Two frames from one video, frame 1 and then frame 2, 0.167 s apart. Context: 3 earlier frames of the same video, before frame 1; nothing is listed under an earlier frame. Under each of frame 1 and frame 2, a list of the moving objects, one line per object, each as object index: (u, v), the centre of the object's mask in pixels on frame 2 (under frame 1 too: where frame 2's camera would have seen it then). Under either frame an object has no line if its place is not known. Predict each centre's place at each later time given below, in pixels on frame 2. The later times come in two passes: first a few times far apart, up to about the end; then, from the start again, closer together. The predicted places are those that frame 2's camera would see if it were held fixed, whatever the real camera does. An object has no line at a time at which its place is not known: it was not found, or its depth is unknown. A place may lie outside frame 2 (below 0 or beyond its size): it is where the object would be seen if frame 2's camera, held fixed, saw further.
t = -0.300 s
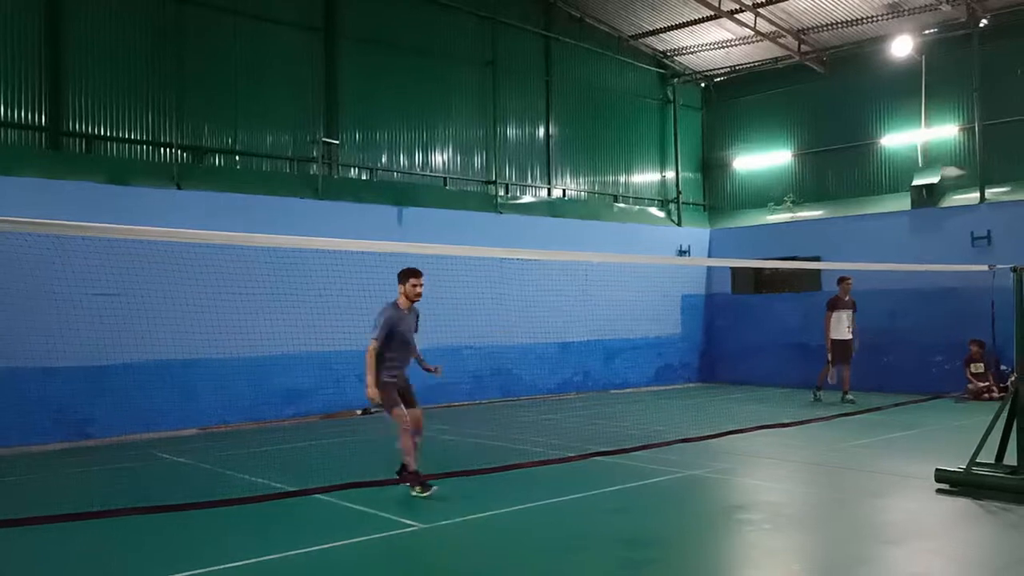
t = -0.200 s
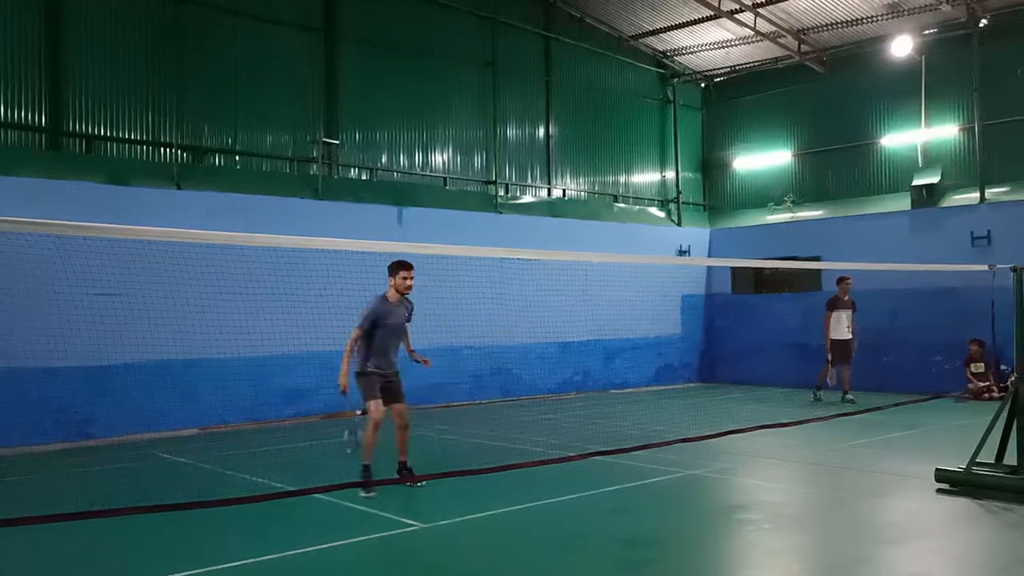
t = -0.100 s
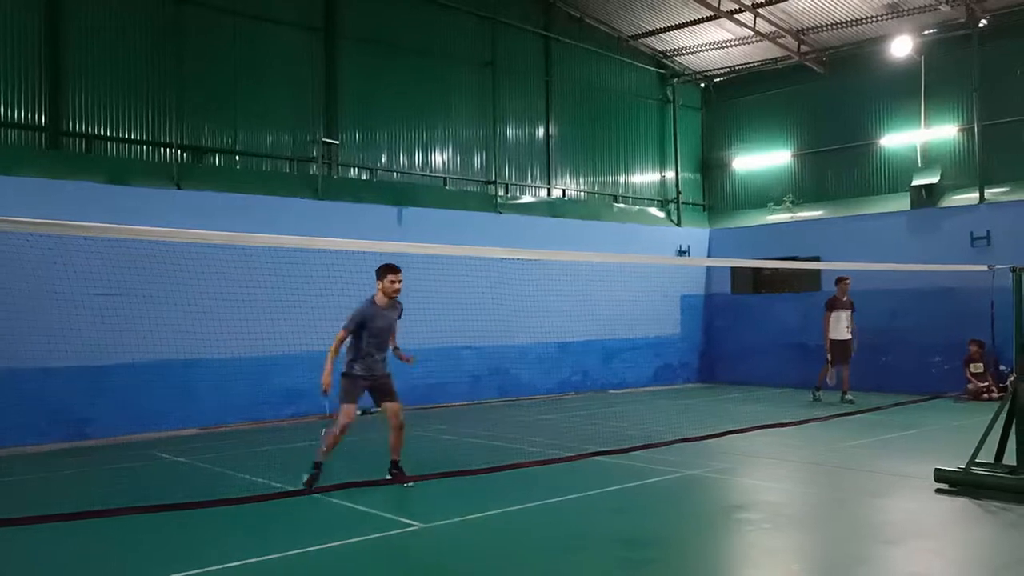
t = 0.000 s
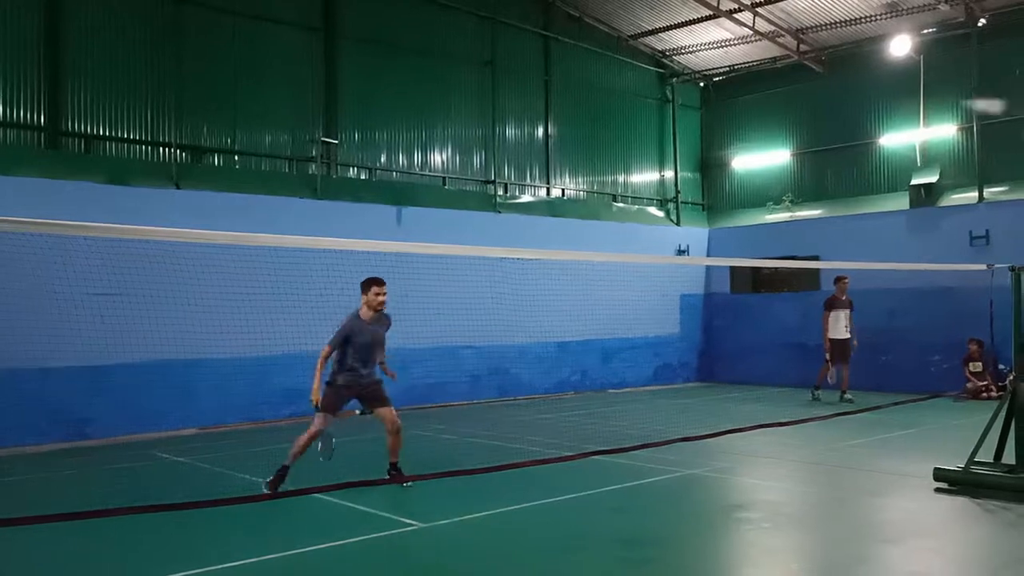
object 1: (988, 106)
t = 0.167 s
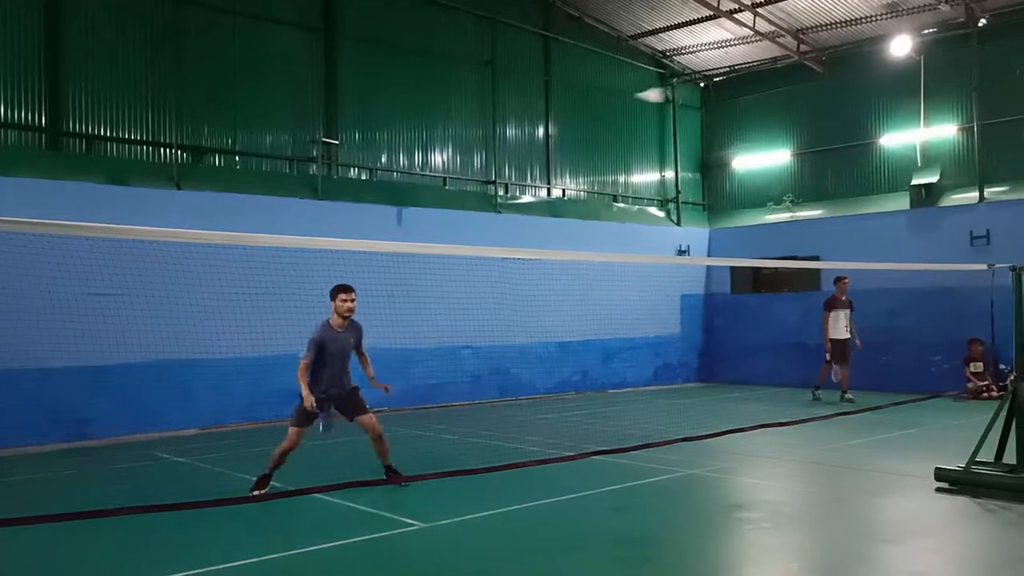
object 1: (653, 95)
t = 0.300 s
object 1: (485, 124)
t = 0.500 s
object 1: (315, 213)
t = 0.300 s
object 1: (485, 124)
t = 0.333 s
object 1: (468, 130)
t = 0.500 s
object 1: (315, 213)
